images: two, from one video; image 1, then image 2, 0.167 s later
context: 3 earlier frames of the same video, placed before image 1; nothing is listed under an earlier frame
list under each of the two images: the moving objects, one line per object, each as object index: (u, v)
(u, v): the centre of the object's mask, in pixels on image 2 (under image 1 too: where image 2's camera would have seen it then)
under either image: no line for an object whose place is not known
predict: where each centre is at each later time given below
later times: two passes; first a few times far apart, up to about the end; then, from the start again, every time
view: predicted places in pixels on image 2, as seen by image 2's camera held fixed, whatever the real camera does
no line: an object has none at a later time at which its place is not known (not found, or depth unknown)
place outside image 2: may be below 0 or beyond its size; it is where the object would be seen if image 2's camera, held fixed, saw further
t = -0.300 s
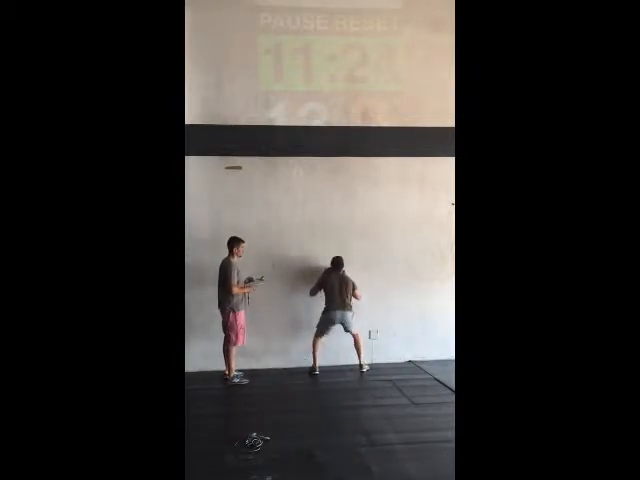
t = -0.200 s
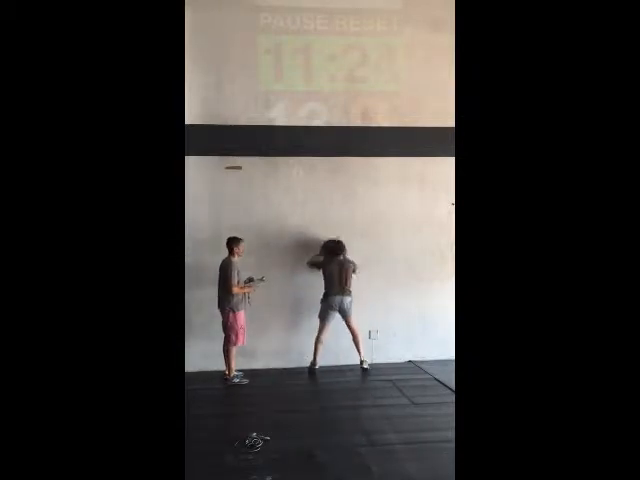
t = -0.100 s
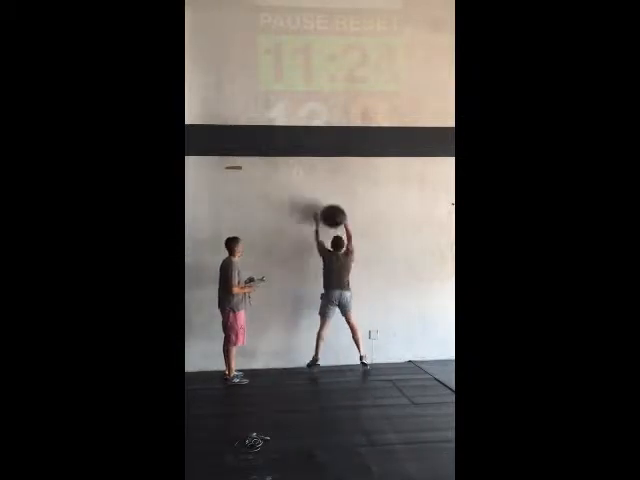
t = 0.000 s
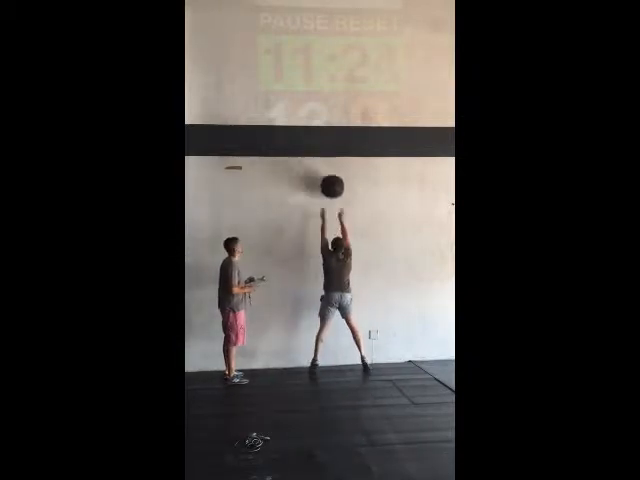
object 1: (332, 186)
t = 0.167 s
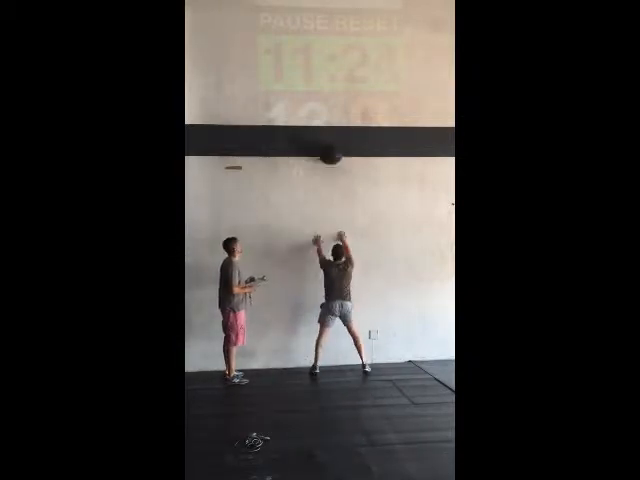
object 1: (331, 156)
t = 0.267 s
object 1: (336, 145)
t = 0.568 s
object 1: (329, 156)
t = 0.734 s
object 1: (328, 190)
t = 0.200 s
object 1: (332, 152)
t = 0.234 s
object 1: (333, 147)
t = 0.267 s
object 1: (336, 145)
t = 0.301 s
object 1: (335, 145)
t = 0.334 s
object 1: (335, 145)
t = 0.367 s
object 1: (335, 145)
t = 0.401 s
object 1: (335, 145)
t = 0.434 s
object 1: (335, 145)
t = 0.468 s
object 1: (332, 147)
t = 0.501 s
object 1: (330, 149)
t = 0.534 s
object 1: (330, 153)
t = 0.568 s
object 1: (329, 156)
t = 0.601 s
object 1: (328, 160)
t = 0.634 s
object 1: (328, 166)
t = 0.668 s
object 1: (329, 173)
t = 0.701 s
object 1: (328, 181)
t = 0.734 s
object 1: (328, 190)
